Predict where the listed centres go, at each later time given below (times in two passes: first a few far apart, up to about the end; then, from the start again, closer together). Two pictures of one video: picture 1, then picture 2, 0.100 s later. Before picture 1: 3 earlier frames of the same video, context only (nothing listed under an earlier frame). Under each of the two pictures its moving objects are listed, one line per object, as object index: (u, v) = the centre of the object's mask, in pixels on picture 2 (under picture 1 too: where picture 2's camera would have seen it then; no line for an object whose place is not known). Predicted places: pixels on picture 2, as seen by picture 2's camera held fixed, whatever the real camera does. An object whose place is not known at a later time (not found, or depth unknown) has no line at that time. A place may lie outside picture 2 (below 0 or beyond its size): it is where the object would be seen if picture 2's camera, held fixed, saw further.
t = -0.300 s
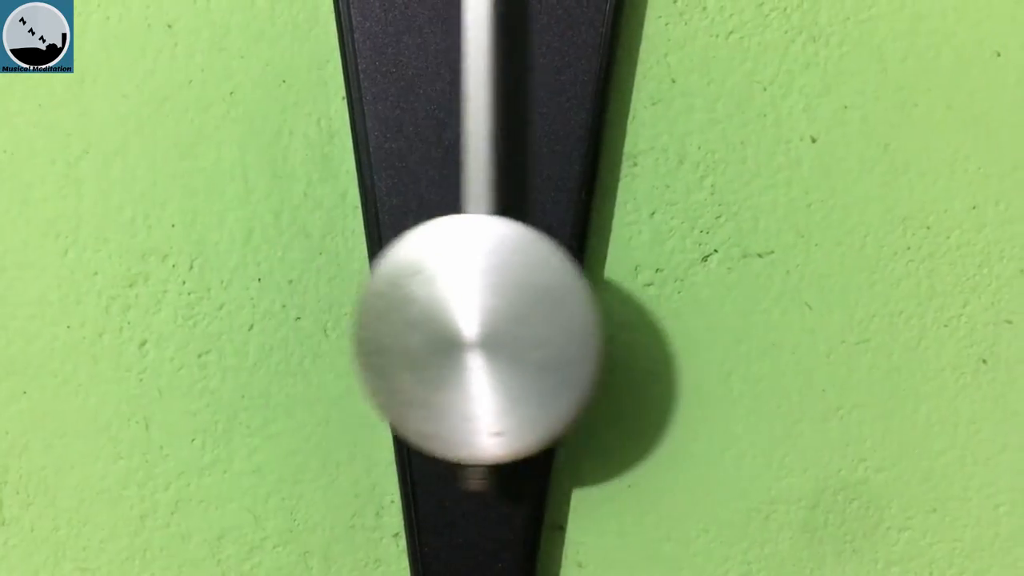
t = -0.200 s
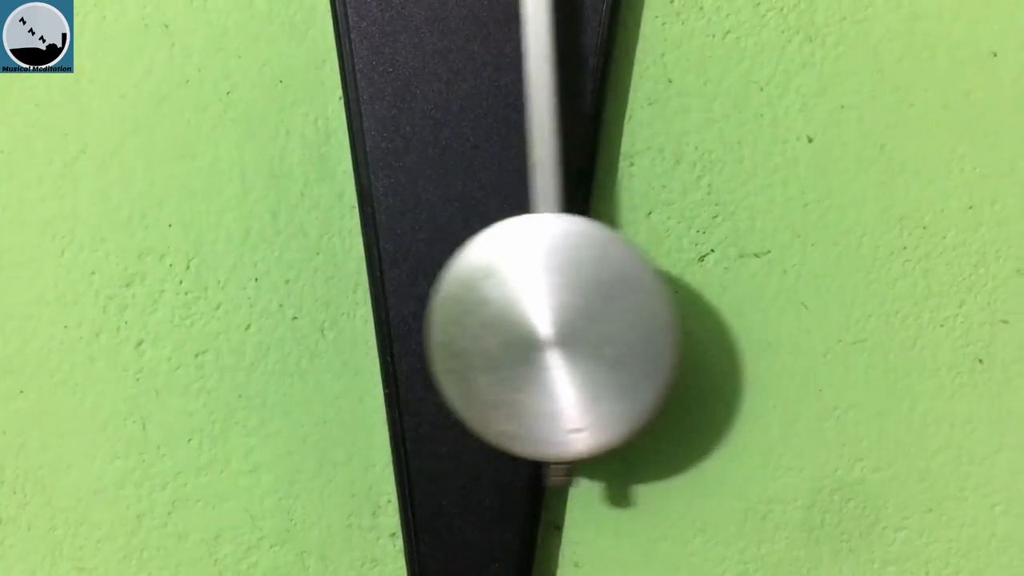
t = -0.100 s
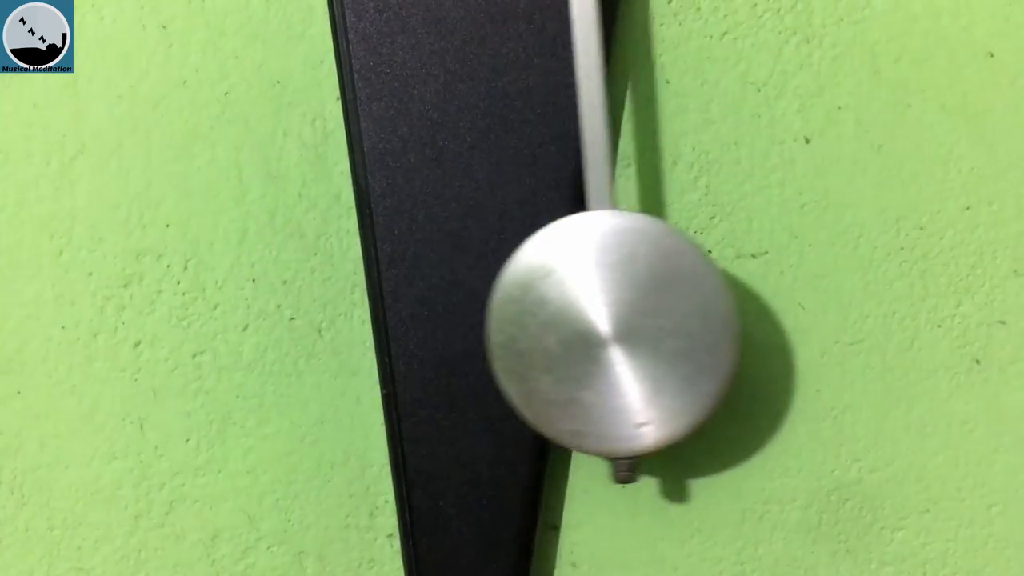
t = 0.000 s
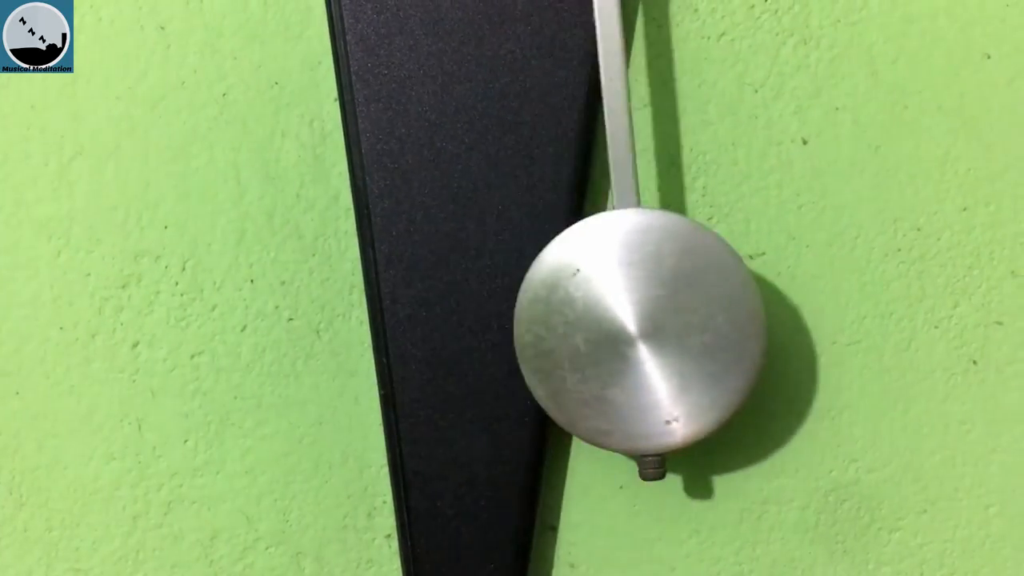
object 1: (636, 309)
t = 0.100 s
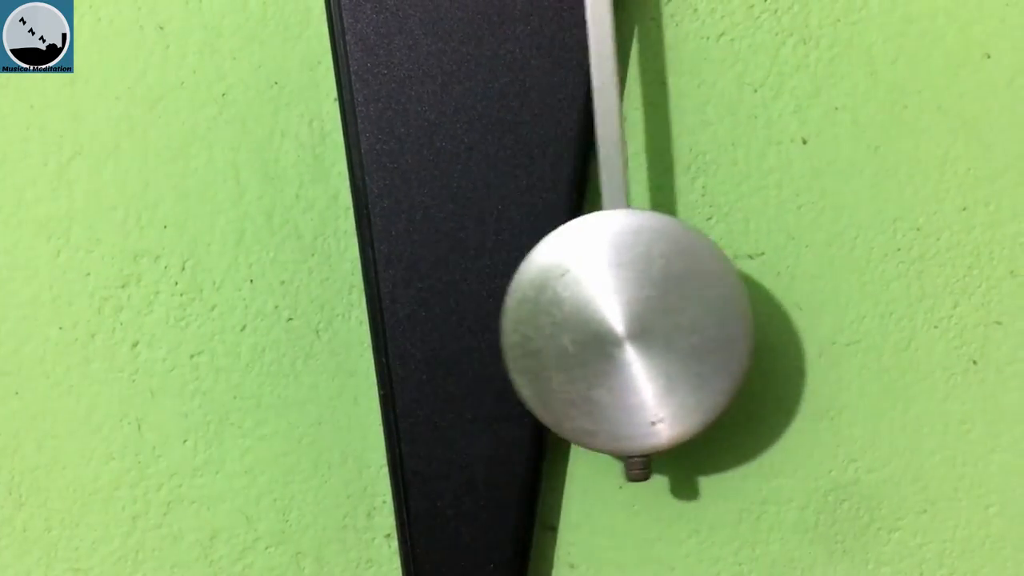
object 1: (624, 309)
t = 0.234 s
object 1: (551, 310)
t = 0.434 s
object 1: (400, 310)
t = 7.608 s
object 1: (344, 306)
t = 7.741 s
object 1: (346, 309)
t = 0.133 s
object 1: (611, 309)
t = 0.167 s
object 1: (594, 310)
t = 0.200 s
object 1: (573, 310)
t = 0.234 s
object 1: (551, 310)
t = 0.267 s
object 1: (525, 310)
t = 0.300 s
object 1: (499, 310)
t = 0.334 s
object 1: (475, 310)
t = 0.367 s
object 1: (449, 309)
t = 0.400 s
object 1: (423, 310)
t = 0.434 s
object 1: (400, 310)
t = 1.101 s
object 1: (622, 309)
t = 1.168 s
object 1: (641, 308)
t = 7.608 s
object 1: (344, 306)
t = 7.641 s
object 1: (337, 307)
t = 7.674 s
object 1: (335, 308)
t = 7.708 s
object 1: (338, 309)
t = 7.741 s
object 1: (346, 309)
